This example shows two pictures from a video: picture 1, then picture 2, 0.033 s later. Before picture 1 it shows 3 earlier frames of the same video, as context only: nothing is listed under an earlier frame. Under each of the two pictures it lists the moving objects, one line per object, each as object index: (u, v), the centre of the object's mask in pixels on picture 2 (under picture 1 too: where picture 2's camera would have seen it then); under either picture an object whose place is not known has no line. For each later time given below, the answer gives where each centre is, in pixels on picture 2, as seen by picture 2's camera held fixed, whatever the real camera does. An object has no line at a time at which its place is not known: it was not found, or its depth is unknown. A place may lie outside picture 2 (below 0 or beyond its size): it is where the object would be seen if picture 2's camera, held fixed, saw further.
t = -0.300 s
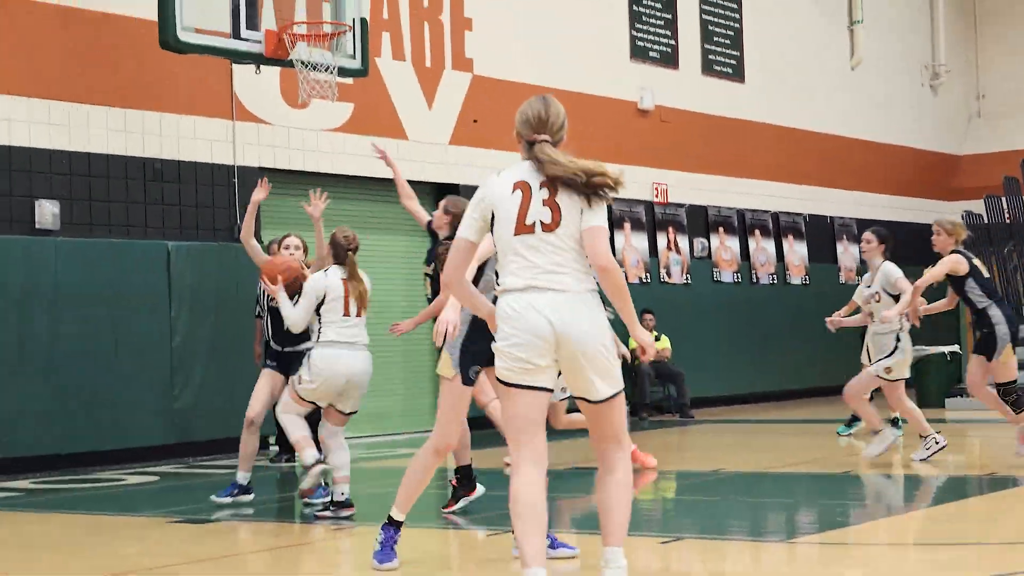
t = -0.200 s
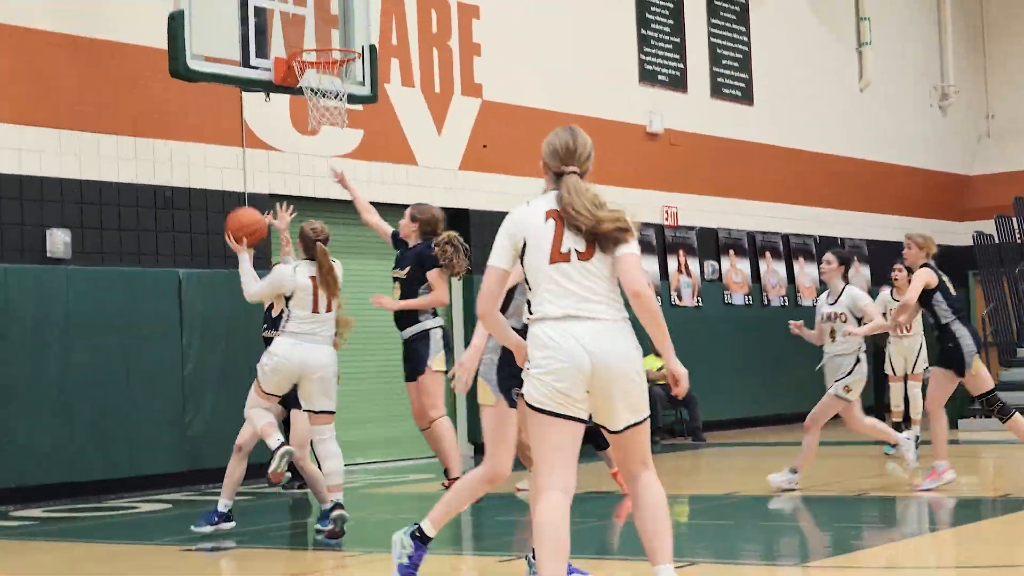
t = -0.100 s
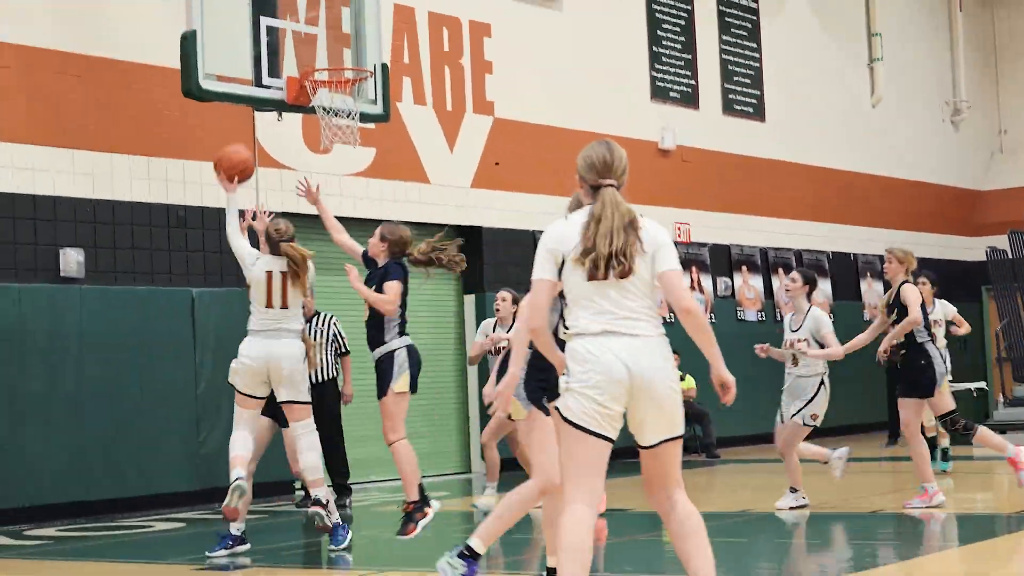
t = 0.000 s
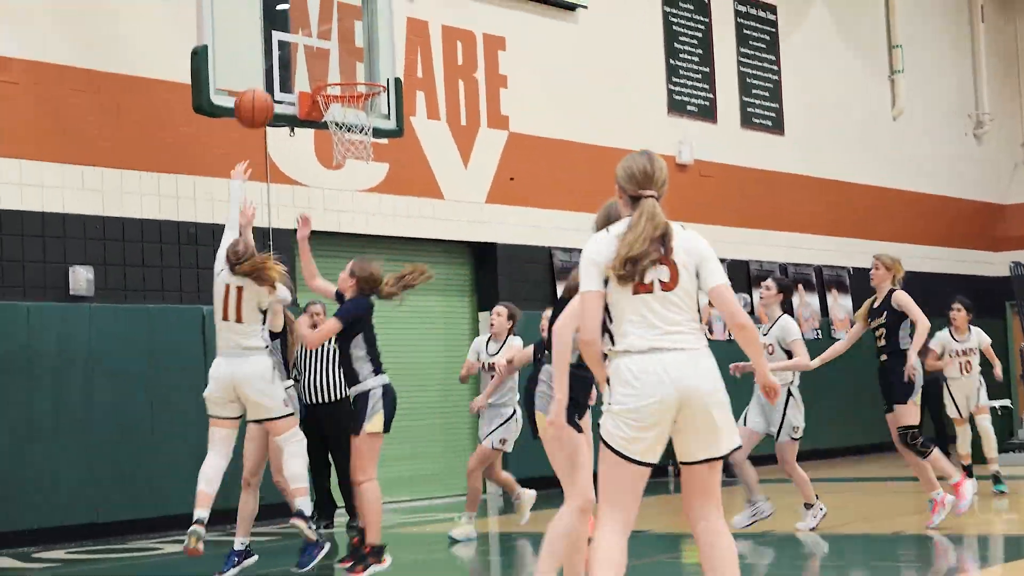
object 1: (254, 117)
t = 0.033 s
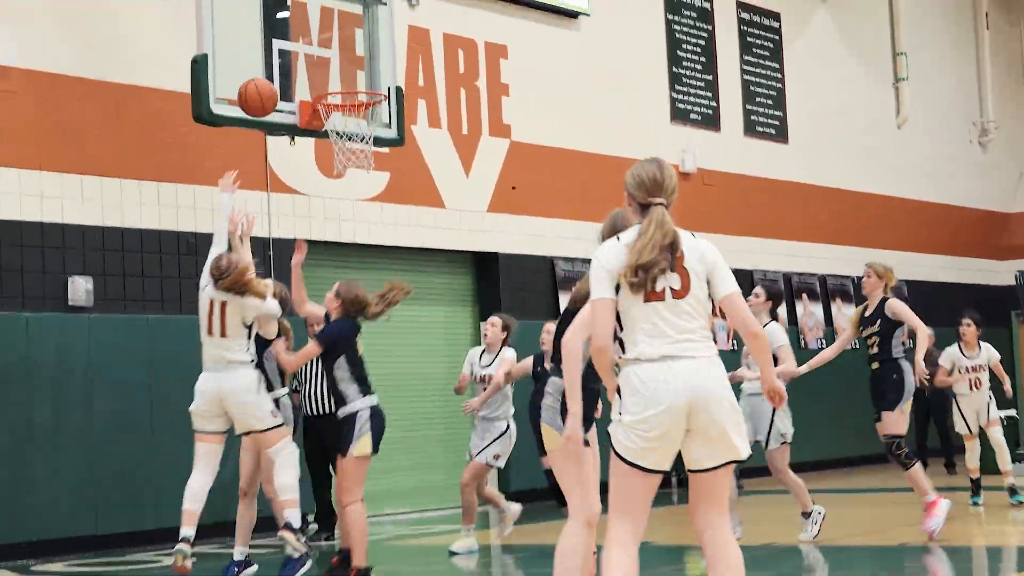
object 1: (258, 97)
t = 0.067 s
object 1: (261, 80)
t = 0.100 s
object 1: (265, 64)
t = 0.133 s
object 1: (268, 51)
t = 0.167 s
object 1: (271, 39)
